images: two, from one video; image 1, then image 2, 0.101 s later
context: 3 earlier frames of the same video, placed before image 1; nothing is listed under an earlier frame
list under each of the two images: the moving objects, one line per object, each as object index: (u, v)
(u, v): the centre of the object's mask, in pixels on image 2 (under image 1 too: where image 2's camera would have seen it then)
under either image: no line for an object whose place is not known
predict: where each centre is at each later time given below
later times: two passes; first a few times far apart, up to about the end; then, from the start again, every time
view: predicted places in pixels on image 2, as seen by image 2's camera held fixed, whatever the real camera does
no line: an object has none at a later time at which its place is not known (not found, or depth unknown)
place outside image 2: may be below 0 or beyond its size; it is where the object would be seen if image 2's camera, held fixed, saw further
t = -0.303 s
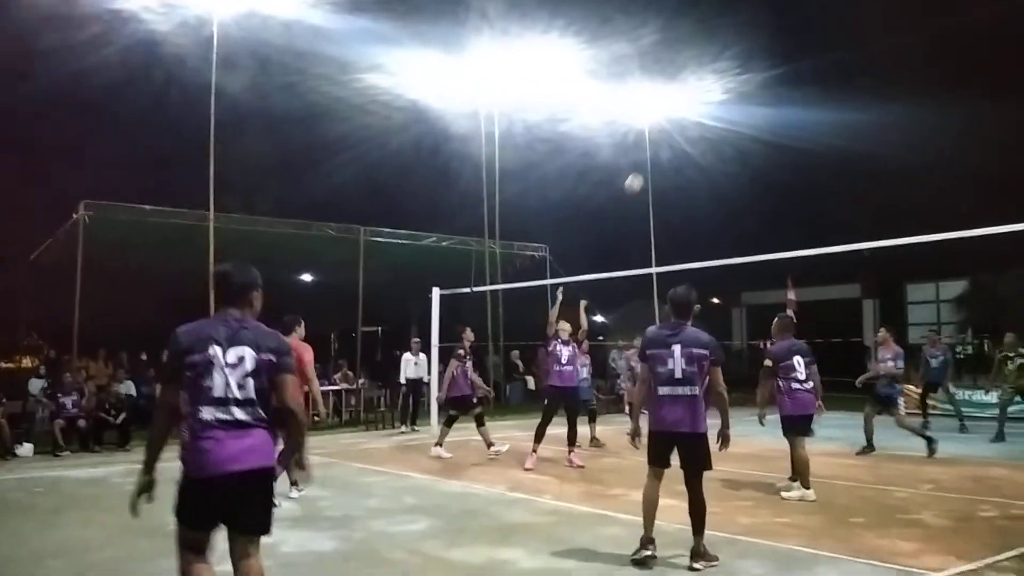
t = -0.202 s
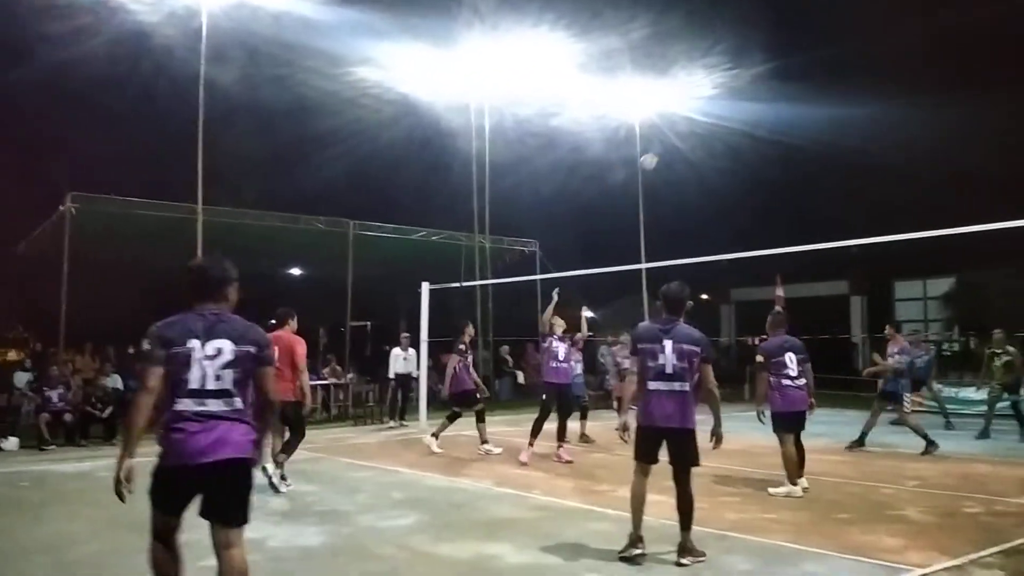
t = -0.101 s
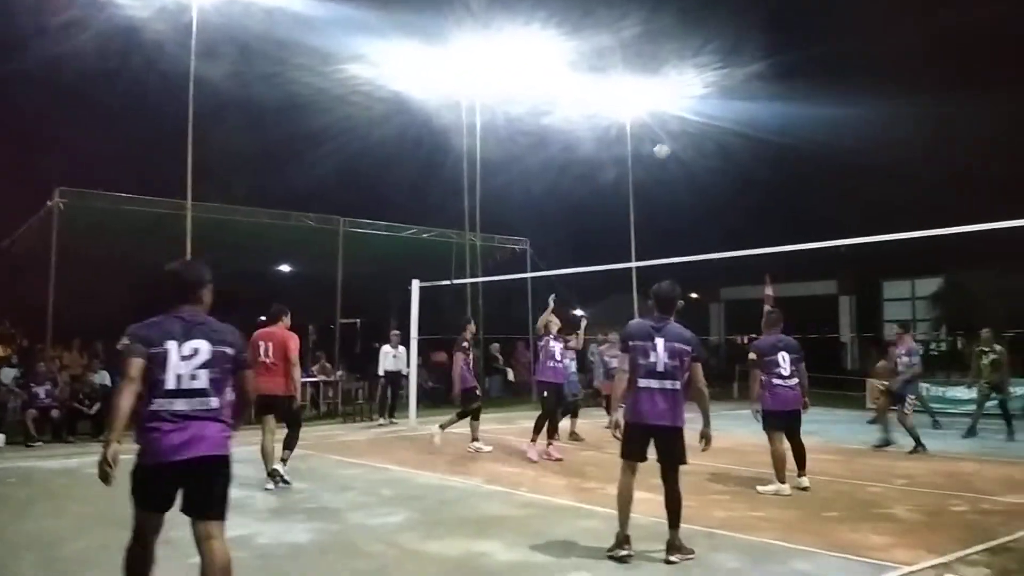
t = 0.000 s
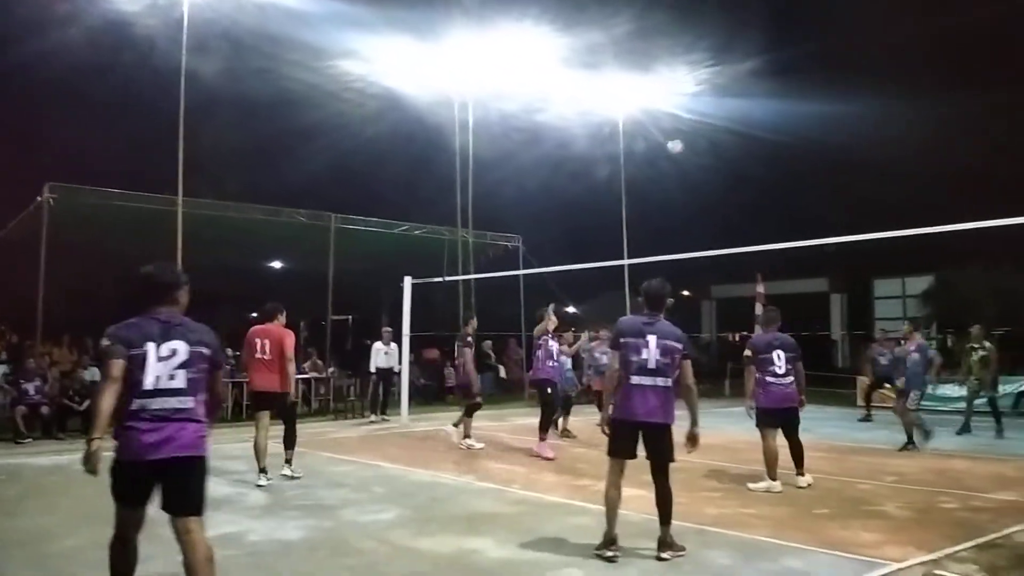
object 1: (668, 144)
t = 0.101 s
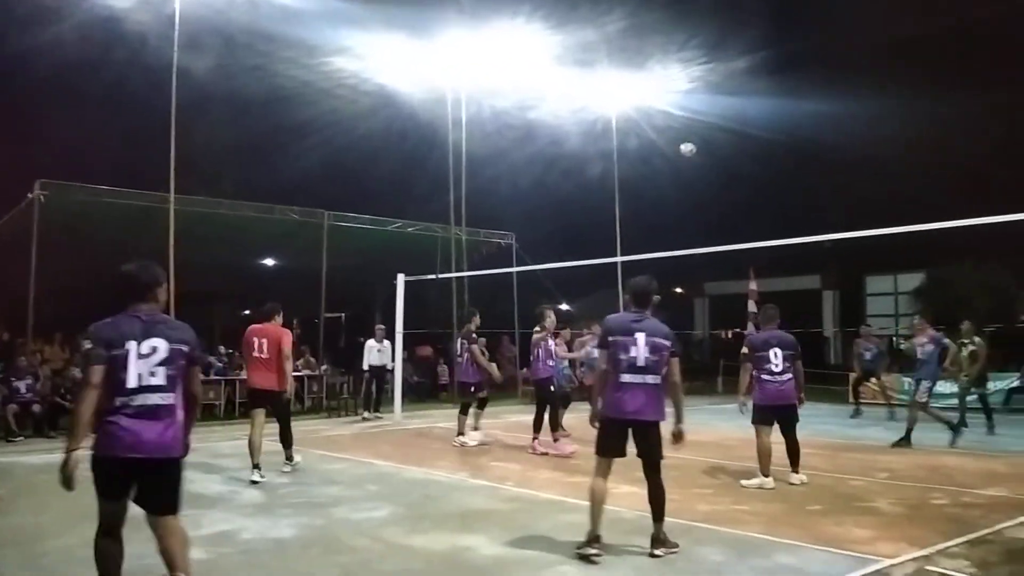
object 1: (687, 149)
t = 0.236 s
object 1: (710, 166)
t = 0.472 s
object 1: (746, 217)
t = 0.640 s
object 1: (768, 268)
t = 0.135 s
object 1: (694, 152)
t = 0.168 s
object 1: (699, 156)
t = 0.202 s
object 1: (705, 160)
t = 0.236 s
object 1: (710, 166)
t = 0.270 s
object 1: (715, 171)
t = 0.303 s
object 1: (721, 177)
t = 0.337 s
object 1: (726, 185)
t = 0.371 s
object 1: (731, 193)
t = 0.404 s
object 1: (736, 200)
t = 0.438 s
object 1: (740, 209)
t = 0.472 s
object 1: (746, 217)
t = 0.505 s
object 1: (750, 226)
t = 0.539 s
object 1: (756, 234)
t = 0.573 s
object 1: (761, 246)
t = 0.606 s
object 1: (766, 257)
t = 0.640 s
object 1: (768, 268)
